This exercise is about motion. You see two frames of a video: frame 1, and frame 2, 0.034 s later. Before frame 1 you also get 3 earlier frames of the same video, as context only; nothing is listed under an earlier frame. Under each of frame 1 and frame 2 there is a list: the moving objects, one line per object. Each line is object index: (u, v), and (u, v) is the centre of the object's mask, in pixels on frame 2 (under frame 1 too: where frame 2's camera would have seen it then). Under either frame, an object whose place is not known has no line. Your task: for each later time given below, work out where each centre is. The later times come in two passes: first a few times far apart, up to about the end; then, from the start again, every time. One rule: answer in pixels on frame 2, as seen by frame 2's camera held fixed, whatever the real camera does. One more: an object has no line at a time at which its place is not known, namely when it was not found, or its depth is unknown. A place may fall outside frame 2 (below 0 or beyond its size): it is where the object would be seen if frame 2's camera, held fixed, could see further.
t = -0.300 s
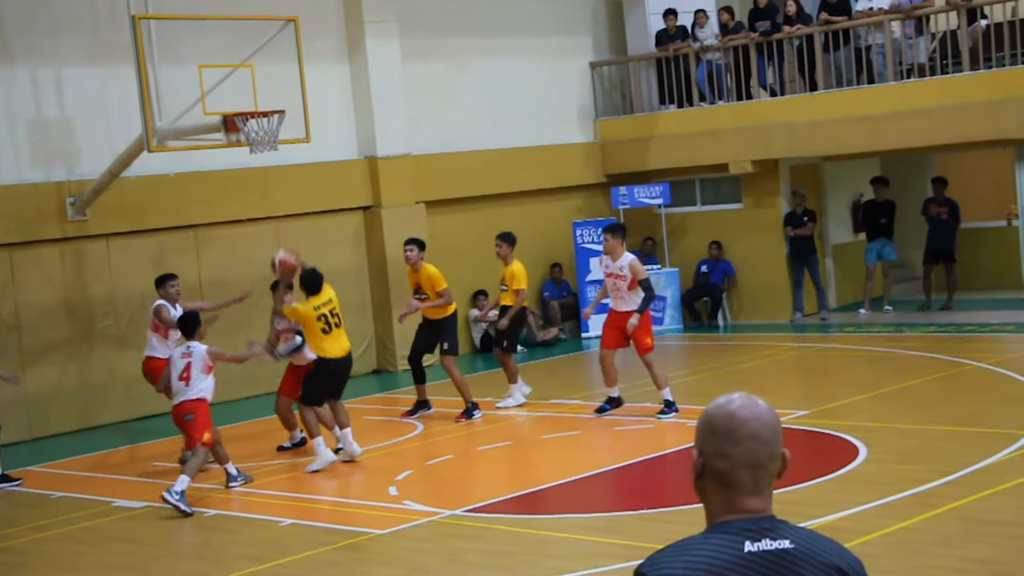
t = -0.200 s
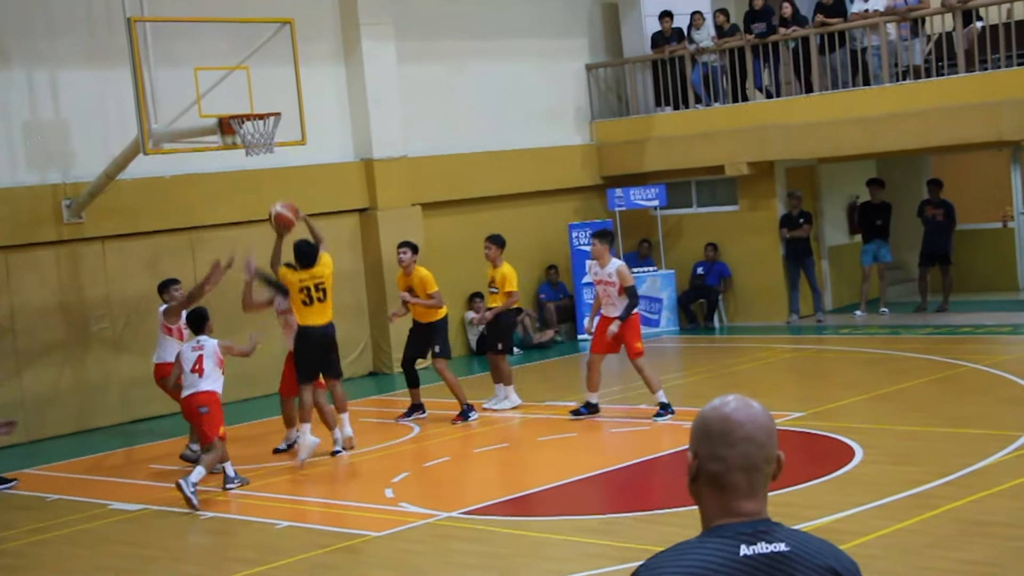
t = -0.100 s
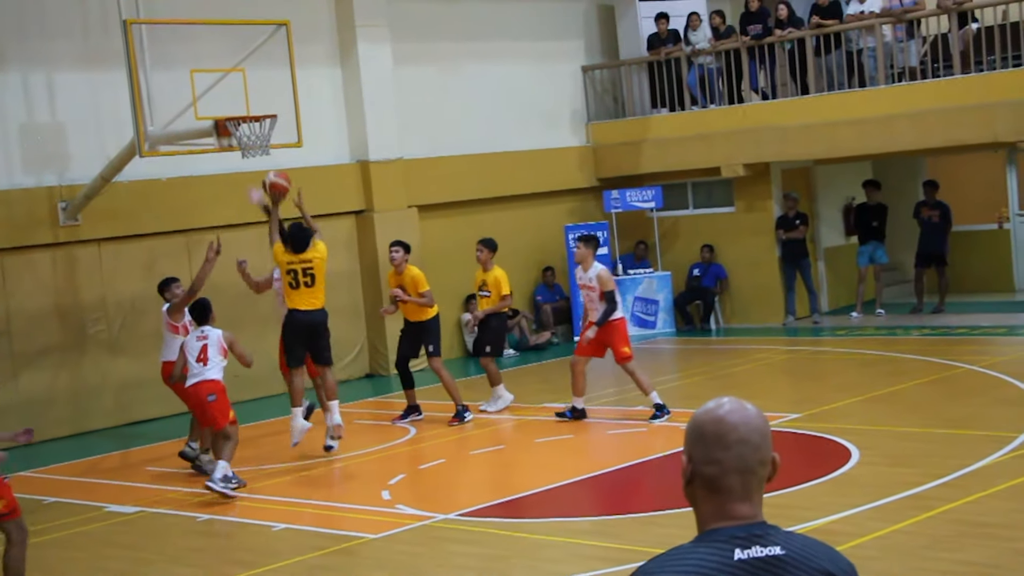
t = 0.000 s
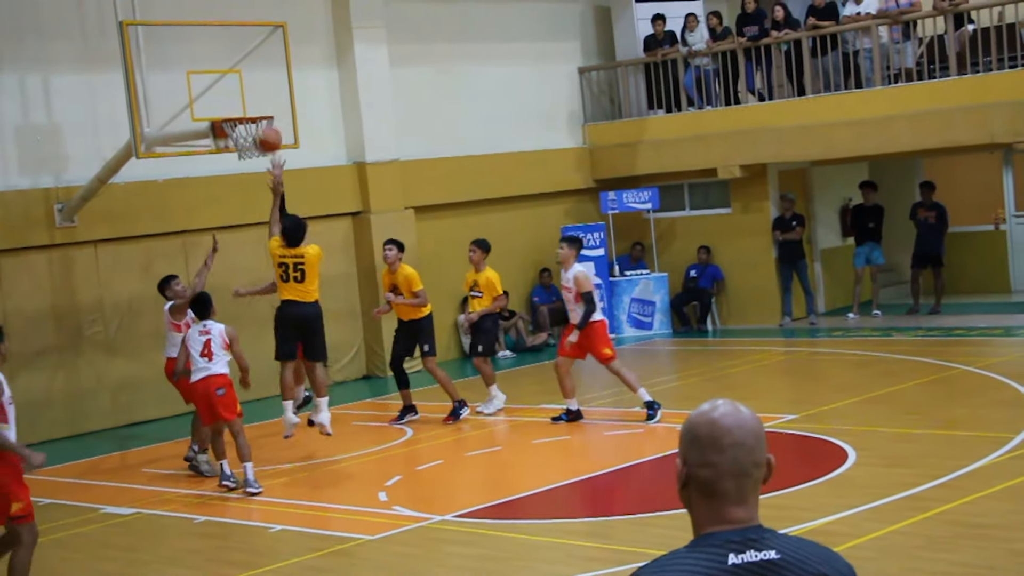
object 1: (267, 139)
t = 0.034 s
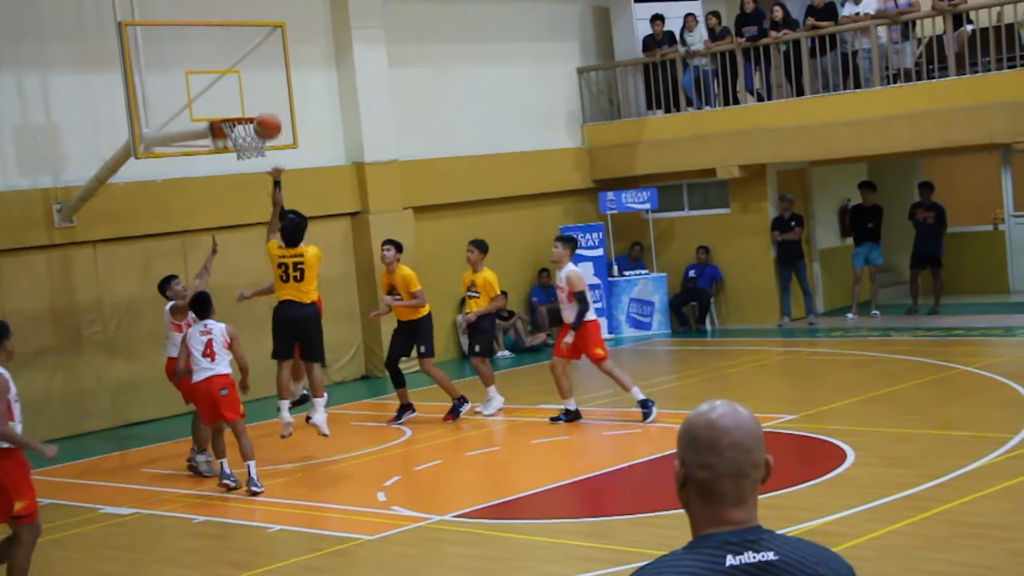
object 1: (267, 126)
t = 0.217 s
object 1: (276, 75)
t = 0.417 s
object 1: (290, 63)
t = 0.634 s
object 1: (311, 104)
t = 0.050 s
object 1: (268, 120)
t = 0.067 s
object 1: (268, 114)
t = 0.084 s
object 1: (269, 108)
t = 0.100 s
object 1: (269, 103)
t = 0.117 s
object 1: (270, 98)
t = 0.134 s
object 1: (271, 93)
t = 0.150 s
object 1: (272, 89)
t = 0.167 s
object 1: (273, 85)
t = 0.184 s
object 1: (273, 81)
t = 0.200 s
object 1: (275, 78)
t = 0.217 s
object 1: (276, 75)
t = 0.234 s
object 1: (277, 72)
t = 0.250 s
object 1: (278, 70)
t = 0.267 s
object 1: (279, 68)
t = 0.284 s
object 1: (280, 66)
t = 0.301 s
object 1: (281, 65)
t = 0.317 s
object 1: (282, 63)
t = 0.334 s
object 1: (283, 62)
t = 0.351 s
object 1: (284, 62)
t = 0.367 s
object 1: (286, 62)
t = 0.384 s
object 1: (287, 62)
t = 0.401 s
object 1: (288, 62)
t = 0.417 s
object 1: (290, 63)
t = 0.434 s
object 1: (291, 64)
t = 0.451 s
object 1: (293, 66)
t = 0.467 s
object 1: (294, 68)
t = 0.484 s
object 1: (296, 70)
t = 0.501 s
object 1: (297, 72)
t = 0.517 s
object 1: (299, 75)
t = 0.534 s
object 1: (301, 78)
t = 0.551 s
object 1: (302, 82)
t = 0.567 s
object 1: (305, 86)
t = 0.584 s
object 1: (306, 90)
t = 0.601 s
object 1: (307, 94)
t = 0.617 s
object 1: (309, 99)
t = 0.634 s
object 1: (311, 104)
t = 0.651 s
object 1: (313, 110)
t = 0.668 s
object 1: (315, 115)
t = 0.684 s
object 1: (317, 121)
